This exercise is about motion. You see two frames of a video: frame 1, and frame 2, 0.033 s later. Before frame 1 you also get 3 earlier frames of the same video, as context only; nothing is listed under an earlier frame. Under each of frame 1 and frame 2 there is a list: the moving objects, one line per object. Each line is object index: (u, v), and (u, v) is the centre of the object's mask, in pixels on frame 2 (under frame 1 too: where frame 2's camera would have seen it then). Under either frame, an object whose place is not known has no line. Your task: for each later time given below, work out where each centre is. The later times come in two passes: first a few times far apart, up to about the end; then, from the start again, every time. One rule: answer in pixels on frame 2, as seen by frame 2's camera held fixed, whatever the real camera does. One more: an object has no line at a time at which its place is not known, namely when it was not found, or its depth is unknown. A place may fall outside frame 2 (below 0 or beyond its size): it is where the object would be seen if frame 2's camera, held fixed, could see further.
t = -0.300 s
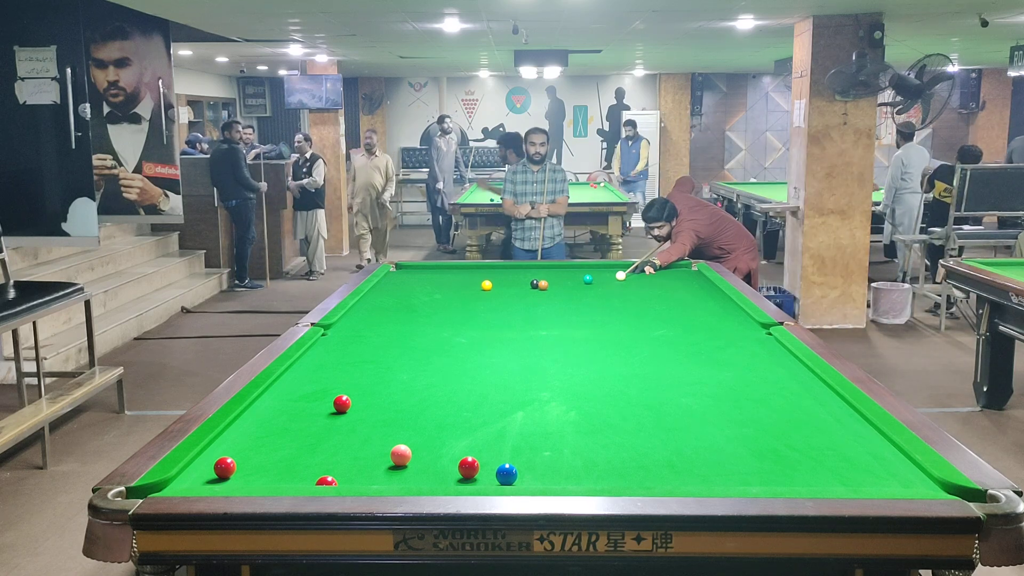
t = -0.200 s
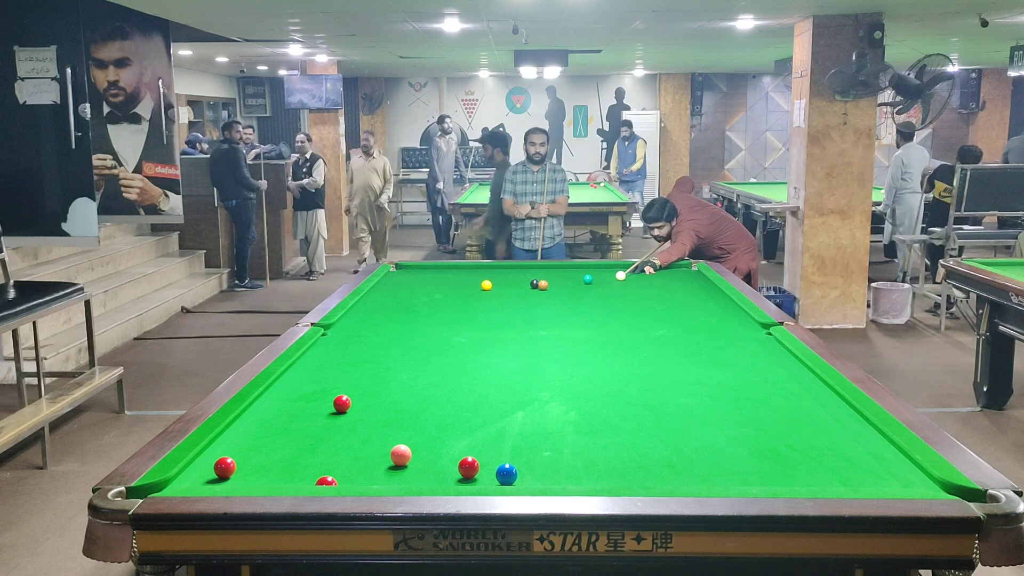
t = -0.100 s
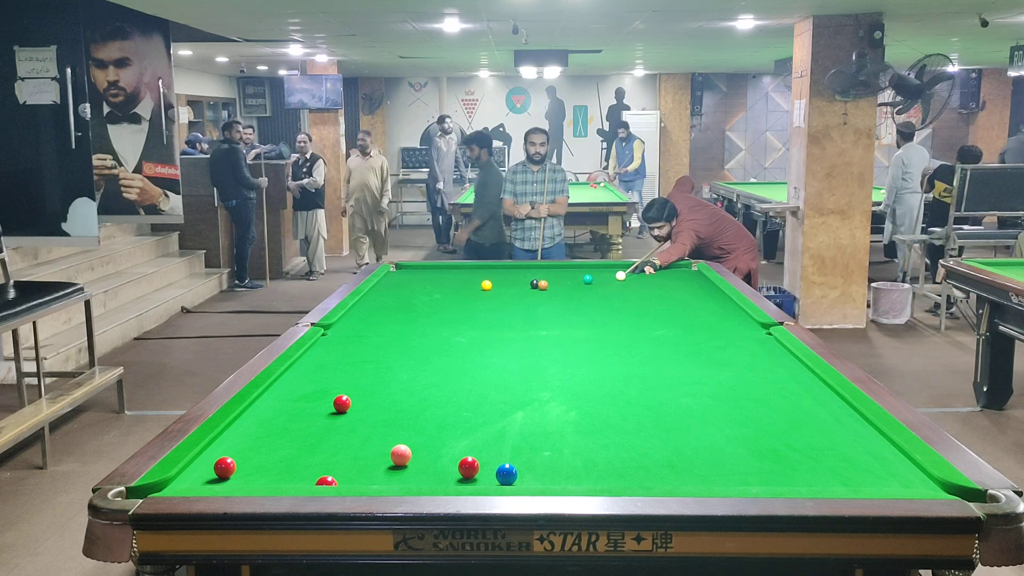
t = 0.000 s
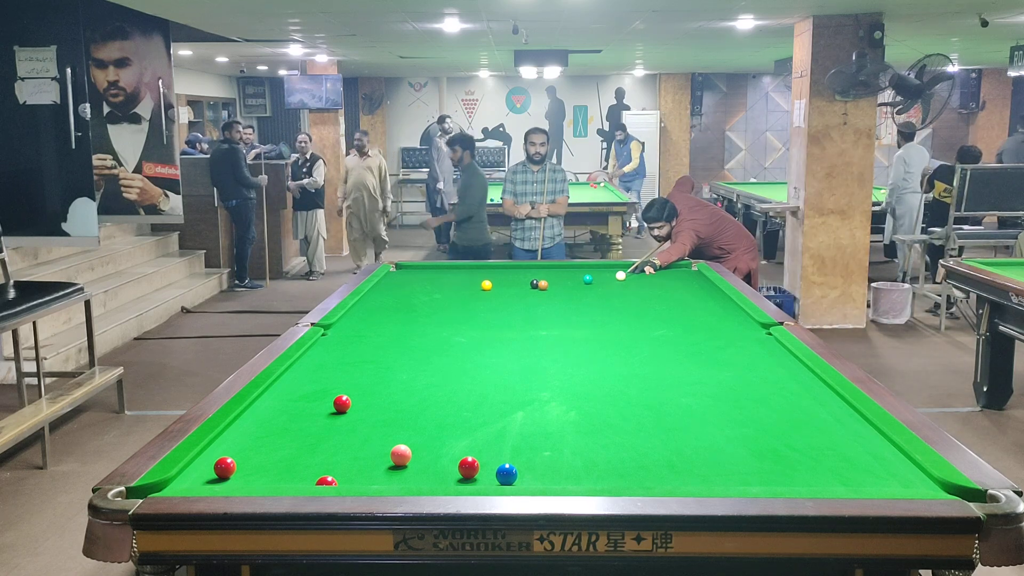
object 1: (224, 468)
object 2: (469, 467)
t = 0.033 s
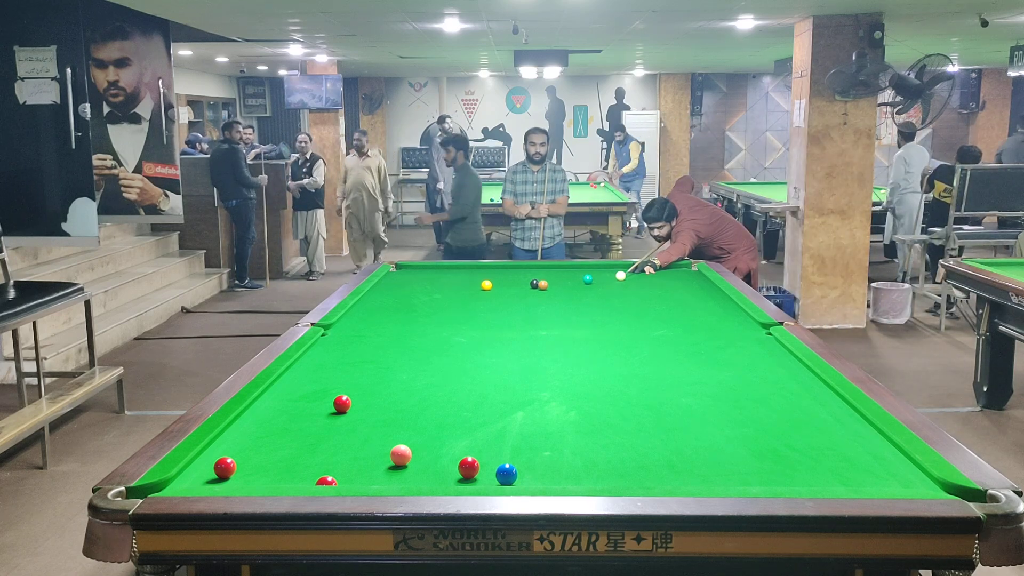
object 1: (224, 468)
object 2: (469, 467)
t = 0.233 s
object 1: (225, 467)
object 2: (469, 467)
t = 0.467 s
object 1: (225, 467)
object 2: (469, 467)
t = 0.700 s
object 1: (225, 467)
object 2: (469, 467)
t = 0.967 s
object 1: (225, 468)
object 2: (469, 467)
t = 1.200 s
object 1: (224, 468)
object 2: (469, 467)
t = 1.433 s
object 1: (219, 469)
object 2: (469, 467)
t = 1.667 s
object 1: (179, 481)
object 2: (469, 467)
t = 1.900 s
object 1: (220, 478)
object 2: (469, 467)
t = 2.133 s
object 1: (257, 477)
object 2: (469, 467)
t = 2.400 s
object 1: (295, 475)
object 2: (469, 467)
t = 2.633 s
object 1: (326, 470)
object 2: (469, 467)
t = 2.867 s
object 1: (353, 472)
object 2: (469, 467)
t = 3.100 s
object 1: (378, 471)
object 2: (469, 467)
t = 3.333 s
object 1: (400, 469)
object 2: (469, 467)
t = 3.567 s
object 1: (420, 468)
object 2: (469, 467)
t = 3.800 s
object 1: (438, 467)
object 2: (469, 467)
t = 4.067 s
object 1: (449, 466)
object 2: (473, 467)
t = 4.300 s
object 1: (451, 466)
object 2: (480, 468)
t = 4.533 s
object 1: (451, 466)
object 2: (484, 468)
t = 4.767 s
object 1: (451, 466)
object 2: (486, 468)
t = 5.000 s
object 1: (451, 466)
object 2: (487, 468)
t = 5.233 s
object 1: (451, 466)
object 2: (486, 468)
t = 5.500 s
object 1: (451, 466)
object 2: (486, 468)
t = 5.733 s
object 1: (451, 466)
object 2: (486, 468)
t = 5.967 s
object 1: (451, 466)
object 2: (486, 468)
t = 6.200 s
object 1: (451, 466)
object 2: (486, 468)
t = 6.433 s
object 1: (451, 466)
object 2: (486, 468)
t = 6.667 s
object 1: (451, 466)
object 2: (486, 468)
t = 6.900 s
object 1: (451, 466)
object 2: (486, 468)
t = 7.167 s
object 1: (451, 466)
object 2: (486, 468)
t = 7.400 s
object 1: (451, 466)
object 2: (486, 468)
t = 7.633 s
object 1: (451, 466)
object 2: (486, 468)
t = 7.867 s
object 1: (451, 466)
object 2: (486, 468)
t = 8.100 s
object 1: (451, 466)
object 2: (486, 468)
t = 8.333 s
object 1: (451, 466)
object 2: (486, 468)
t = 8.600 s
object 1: (451, 466)
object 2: (486, 468)
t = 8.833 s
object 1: (451, 466)
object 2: (486, 468)
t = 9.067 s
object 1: (451, 466)
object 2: (486, 468)
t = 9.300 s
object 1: (451, 466)
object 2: (486, 468)
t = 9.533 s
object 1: (451, 466)
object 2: (486, 468)
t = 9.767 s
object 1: (451, 466)
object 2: (486, 468)
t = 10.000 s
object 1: (451, 466)
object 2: (486, 468)
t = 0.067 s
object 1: (225, 467)
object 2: (469, 467)
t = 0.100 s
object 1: (225, 467)
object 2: (469, 467)
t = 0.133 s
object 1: (225, 468)
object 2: (469, 467)
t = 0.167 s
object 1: (225, 467)
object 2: (469, 467)
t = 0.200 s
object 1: (225, 467)
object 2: (469, 467)
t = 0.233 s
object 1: (225, 467)
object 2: (469, 467)
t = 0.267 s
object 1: (225, 468)
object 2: (469, 467)
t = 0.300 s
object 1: (225, 467)
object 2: (469, 467)
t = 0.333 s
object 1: (225, 467)
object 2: (469, 467)
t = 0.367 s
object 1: (225, 468)
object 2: (469, 467)
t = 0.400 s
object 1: (225, 468)
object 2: (469, 467)
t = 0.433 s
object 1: (225, 468)
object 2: (469, 467)
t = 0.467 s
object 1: (225, 467)
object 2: (469, 467)
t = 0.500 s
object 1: (225, 467)
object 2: (469, 467)
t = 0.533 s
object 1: (225, 467)
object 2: (469, 467)
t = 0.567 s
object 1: (225, 468)
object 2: (469, 467)
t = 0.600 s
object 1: (225, 467)
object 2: (469, 467)
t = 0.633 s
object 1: (225, 467)
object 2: (469, 467)
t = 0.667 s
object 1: (225, 467)
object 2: (469, 467)
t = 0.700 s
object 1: (225, 467)
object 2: (469, 467)
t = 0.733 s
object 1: (225, 467)
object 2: (469, 467)
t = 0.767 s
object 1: (225, 467)
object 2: (469, 467)
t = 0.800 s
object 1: (225, 467)
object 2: (469, 467)
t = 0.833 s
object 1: (225, 468)
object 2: (469, 467)
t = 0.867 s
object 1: (225, 467)
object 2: (469, 467)
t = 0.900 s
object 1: (225, 467)
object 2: (469, 467)
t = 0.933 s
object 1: (225, 467)
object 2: (469, 467)
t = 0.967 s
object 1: (225, 468)
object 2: (469, 467)
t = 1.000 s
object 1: (225, 468)
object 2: (469, 467)
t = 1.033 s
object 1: (225, 468)
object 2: (469, 467)
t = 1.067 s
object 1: (225, 468)
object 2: (469, 467)
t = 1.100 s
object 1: (225, 468)
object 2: (469, 467)
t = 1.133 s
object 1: (225, 468)
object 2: (469, 467)
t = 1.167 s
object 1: (225, 467)
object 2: (469, 467)
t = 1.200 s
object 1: (224, 468)
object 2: (469, 467)
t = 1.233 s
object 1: (224, 468)
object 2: (469, 467)
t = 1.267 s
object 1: (224, 468)
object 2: (469, 467)
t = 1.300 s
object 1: (224, 468)
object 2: (469, 467)
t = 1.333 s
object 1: (224, 468)
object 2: (469, 467)
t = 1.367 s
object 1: (224, 468)
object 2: (469, 467)
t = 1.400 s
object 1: (225, 467)
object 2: (469, 467)
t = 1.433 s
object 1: (219, 469)
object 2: (469, 467)
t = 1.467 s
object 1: (195, 475)
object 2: (469, 467)
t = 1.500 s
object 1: (175, 481)
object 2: (469, 467)
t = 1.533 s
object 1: (173, 484)
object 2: (469, 467)
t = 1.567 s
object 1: (171, 484)
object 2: (469, 467)
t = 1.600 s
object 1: (171, 483)
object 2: (469, 467)
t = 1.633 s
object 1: (173, 482)
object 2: (469, 467)
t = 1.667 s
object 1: (179, 481)
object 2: (469, 467)
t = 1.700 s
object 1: (185, 480)
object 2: (469, 467)
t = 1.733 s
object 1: (191, 480)
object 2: (469, 467)
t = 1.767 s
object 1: (197, 479)
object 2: (469, 467)
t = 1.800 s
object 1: (203, 479)
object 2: (469, 467)
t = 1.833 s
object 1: (209, 478)
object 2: (469, 467)
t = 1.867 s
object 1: (214, 478)
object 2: (469, 467)
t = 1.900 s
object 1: (220, 478)
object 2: (469, 467)
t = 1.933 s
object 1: (225, 478)
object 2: (469, 467)
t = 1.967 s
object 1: (231, 478)
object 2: (469, 467)
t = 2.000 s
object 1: (236, 477)
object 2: (469, 467)
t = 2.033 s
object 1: (241, 477)
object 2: (469, 467)
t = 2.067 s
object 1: (246, 477)
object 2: (469, 467)
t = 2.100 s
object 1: (252, 477)
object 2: (469, 467)
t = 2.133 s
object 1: (257, 477)
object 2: (469, 467)
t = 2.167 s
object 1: (262, 476)
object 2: (469, 467)
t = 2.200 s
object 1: (267, 476)
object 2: (469, 467)
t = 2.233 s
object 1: (272, 476)
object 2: (469, 467)
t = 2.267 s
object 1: (276, 476)
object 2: (469, 467)
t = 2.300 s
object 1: (281, 476)
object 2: (469, 467)
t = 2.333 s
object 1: (286, 475)
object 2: (469, 467)
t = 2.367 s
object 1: (291, 475)
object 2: (469, 467)
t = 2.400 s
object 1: (295, 475)
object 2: (469, 467)
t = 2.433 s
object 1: (300, 475)
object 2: (469, 467)
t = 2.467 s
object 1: (304, 474)
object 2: (469, 467)
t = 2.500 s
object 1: (308, 474)
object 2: (469, 467)
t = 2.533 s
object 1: (312, 473)
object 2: (469, 467)
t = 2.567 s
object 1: (316, 472)
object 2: (469, 467)
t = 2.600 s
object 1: (321, 471)
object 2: (469, 467)
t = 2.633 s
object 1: (326, 470)
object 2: (469, 467)
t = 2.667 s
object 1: (331, 470)
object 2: (469, 467)
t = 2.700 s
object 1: (335, 471)
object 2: (469, 467)
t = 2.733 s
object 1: (339, 472)
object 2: (469, 467)
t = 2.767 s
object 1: (342, 472)
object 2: (469, 467)
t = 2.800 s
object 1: (346, 472)
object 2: (469, 467)
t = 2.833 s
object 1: (349, 472)
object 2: (469, 467)
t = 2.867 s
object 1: (353, 472)
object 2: (469, 467)
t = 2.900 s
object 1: (357, 472)
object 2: (469, 467)
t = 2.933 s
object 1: (361, 472)
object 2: (469, 467)
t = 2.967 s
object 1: (364, 472)
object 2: (469, 467)
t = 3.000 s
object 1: (368, 471)
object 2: (469, 467)
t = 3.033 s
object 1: (371, 471)
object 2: (469, 467)
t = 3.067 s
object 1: (375, 471)
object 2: (469, 467)
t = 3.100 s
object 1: (378, 471)
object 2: (469, 467)
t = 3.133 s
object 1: (381, 471)
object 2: (469, 467)
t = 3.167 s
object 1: (385, 470)
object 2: (469, 467)
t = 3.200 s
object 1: (388, 470)
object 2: (469, 467)
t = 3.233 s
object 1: (391, 470)
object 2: (469, 467)
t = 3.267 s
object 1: (394, 470)
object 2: (469, 467)
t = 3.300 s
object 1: (397, 470)
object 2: (469, 467)
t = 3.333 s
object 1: (400, 469)
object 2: (469, 467)
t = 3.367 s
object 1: (403, 469)
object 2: (469, 467)
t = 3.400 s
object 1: (406, 469)
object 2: (469, 467)
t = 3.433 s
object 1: (409, 469)
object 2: (469, 467)
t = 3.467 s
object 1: (412, 469)
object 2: (469, 467)
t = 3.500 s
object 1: (415, 469)
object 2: (469, 467)
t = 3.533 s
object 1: (417, 468)
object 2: (469, 467)
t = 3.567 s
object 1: (420, 468)
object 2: (469, 467)
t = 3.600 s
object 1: (423, 468)
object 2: (469, 467)
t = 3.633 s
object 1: (425, 468)
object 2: (469, 467)
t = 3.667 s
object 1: (428, 468)
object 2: (469, 467)
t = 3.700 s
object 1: (430, 468)
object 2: (469, 467)
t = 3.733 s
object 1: (433, 467)
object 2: (469, 467)
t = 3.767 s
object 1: (435, 467)
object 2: (469, 467)
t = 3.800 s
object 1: (438, 467)
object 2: (469, 467)
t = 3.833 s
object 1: (440, 467)
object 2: (469, 467)
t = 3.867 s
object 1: (442, 467)
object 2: (469, 467)
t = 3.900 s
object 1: (444, 467)
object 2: (469, 467)
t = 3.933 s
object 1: (446, 466)
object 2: (469, 467)
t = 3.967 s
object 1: (447, 466)
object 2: (470, 467)
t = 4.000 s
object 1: (448, 466)
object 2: (471, 467)
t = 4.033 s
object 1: (448, 466)
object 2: (472, 467)
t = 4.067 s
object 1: (449, 466)
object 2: (473, 467)
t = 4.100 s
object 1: (449, 466)
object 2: (474, 467)
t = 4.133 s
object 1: (450, 466)
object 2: (475, 467)
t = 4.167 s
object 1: (450, 466)
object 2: (476, 468)
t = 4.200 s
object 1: (450, 466)
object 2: (477, 468)
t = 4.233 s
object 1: (451, 466)
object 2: (478, 468)
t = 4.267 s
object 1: (451, 466)
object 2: (479, 468)
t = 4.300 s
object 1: (451, 466)
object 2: (480, 468)
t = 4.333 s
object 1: (451, 466)
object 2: (480, 468)
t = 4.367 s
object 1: (451, 466)
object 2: (481, 468)
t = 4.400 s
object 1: (451, 466)
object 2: (482, 468)
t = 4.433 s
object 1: (452, 466)
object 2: (482, 468)
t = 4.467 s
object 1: (451, 466)
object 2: (483, 468)
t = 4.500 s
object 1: (451, 466)
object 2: (483, 468)
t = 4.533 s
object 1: (451, 466)
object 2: (484, 468)
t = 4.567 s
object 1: (451, 466)
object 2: (484, 468)
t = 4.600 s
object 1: (451, 466)
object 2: (485, 468)
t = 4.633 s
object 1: (451, 466)
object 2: (485, 468)
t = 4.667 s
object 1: (451, 466)
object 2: (486, 468)
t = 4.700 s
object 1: (451, 466)
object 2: (486, 468)
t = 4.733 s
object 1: (451, 466)
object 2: (486, 468)
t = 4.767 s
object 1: (451, 466)
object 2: (486, 468)
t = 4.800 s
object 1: (451, 466)
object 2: (486, 468)
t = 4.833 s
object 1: (451, 466)
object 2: (487, 468)
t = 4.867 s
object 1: (451, 466)
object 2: (487, 468)
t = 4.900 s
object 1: (451, 466)
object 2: (487, 468)
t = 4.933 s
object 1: (451, 466)
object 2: (487, 468)
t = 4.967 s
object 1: (451, 466)
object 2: (487, 468)
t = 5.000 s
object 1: (451, 466)
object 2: (487, 468)
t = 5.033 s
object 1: (451, 466)
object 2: (486, 468)
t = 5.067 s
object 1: (451, 466)
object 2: (486, 468)
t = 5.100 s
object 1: (451, 466)
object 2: (486, 468)
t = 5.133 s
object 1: (451, 466)
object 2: (486, 468)
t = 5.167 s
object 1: (451, 466)
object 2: (486, 468)
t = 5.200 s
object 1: (451, 466)
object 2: (486, 468)
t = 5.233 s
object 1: (451, 466)
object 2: (486, 468)
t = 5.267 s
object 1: (451, 466)
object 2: (486, 468)
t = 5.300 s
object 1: (451, 466)
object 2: (486, 468)
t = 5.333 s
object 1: (451, 466)
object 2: (486, 468)
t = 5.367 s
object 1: (451, 466)
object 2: (486, 468)
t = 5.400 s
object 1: (451, 466)
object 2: (486, 468)
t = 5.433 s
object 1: (451, 466)
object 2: (486, 468)
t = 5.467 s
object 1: (451, 466)
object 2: (486, 468)
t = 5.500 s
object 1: (451, 466)
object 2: (486, 468)
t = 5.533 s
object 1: (451, 466)
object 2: (486, 468)
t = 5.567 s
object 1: (451, 466)
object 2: (486, 468)
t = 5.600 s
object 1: (451, 466)
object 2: (486, 468)
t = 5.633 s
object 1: (451, 466)
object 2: (486, 468)
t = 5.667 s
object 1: (451, 466)
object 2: (486, 468)
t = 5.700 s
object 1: (451, 466)
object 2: (486, 468)
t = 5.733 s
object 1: (451, 466)
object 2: (486, 468)
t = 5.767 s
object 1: (451, 466)
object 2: (486, 468)
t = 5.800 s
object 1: (451, 466)
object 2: (486, 468)
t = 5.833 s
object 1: (451, 466)
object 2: (486, 468)
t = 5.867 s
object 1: (451, 466)
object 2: (486, 468)
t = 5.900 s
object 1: (451, 466)
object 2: (486, 468)
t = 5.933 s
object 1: (451, 466)
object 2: (486, 468)
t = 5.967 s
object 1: (451, 466)
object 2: (486, 468)
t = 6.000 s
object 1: (451, 466)
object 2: (486, 468)
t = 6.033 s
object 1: (451, 466)
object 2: (486, 468)
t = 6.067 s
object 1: (451, 466)
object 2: (486, 468)
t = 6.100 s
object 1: (451, 466)
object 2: (486, 468)
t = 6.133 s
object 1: (451, 466)
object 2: (486, 468)
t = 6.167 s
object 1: (451, 466)
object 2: (486, 468)
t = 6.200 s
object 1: (451, 466)
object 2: (486, 468)
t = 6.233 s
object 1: (451, 466)
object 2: (486, 468)
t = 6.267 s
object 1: (451, 466)
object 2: (486, 468)
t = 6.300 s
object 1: (451, 466)
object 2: (486, 468)
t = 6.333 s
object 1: (451, 466)
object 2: (486, 468)
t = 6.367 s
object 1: (451, 466)
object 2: (486, 468)
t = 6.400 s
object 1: (451, 466)
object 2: (486, 468)
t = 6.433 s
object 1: (451, 466)
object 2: (486, 468)
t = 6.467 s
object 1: (451, 466)
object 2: (486, 468)
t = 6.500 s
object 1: (451, 466)
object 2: (486, 468)
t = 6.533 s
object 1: (451, 466)
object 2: (486, 468)
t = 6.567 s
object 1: (451, 466)
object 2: (486, 468)
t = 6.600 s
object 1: (451, 466)
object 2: (486, 468)
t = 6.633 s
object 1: (451, 466)
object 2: (486, 468)
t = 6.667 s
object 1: (451, 466)
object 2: (486, 468)
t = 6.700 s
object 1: (451, 466)
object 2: (486, 468)
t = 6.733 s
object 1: (451, 466)
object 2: (486, 468)
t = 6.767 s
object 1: (451, 466)
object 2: (486, 468)
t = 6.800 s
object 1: (451, 466)
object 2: (486, 468)
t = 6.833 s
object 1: (451, 466)
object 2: (486, 468)
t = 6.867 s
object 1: (451, 466)
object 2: (486, 468)
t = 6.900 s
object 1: (451, 466)
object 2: (486, 468)
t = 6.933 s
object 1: (451, 466)
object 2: (486, 468)
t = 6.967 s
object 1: (451, 466)
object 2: (486, 468)
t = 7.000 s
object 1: (451, 466)
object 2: (486, 468)
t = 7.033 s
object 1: (451, 466)
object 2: (486, 468)
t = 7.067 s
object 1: (451, 466)
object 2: (486, 468)
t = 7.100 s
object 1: (451, 466)
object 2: (486, 468)
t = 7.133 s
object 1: (451, 466)
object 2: (486, 468)
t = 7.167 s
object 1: (451, 466)
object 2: (486, 468)
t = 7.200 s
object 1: (451, 466)
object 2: (486, 468)
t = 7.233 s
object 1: (451, 466)
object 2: (486, 468)
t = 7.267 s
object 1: (451, 466)
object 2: (486, 468)
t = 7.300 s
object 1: (451, 466)
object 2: (486, 468)
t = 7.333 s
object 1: (451, 466)
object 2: (486, 468)
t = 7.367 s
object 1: (451, 466)
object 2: (486, 468)
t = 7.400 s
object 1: (451, 466)
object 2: (486, 468)
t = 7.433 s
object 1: (451, 466)
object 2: (486, 468)
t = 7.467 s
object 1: (451, 466)
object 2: (486, 468)
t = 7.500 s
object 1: (451, 466)
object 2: (486, 468)
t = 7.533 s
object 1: (451, 466)
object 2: (486, 468)
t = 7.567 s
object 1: (451, 466)
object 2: (486, 468)
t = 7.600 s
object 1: (451, 466)
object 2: (486, 468)
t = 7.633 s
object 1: (451, 466)
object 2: (486, 468)
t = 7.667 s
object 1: (451, 466)
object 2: (486, 468)
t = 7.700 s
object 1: (451, 466)
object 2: (486, 468)
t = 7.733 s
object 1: (451, 466)
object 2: (486, 468)
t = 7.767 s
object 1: (451, 466)
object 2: (486, 468)
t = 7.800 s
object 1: (451, 466)
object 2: (486, 468)
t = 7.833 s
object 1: (451, 466)
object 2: (486, 468)
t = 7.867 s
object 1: (451, 466)
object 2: (486, 468)
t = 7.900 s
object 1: (451, 466)
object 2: (486, 468)
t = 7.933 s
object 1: (451, 466)
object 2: (486, 468)
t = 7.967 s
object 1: (451, 466)
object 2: (486, 468)
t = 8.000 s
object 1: (451, 466)
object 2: (486, 468)
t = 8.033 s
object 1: (451, 466)
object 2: (486, 468)
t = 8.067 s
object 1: (451, 466)
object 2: (486, 468)
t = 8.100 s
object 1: (451, 466)
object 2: (486, 468)
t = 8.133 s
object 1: (451, 466)
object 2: (486, 468)
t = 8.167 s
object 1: (451, 466)
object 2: (486, 468)
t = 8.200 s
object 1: (451, 466)
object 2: (486, 468)
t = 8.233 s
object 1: (451, 466)
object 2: (486, 468)
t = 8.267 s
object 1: (451, 466)
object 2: (486, 468)
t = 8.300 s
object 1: (451, 466)
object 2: (486, 468)
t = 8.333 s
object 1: (451, 466)
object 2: (486, 468)
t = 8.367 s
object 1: (451, 466)
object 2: (486, 468)
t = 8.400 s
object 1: (451, 466)
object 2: (486, 468)
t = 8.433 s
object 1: (451, 466)
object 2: (486, 468)
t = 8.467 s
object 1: (451, 466)
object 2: (486, 468)
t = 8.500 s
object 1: (451, 466)
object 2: (486, 468)
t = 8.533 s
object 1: (451, 466)
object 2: (486, 468)
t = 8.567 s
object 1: (451, 466)
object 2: (486, 468)
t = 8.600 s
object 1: (451, 466)
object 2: (486, 468)
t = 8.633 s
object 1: (451, 466)
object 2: (486, 468)
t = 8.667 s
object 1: (451, 466)
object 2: (486, 468)
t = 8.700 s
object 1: (451, 466)
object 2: (486, 468)
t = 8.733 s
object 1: (451, 466)
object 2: (486, 468)
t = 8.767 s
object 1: (451, 466)
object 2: (486, 468)
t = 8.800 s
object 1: (451, 466)
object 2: (486, 468)
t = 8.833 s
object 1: (451, 466)
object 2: (486, 468)
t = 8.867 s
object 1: (451, 466)
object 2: (486, 468)
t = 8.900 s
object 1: (451, 466)
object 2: (486, 468)
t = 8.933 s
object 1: (451, 466)
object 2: (486, 468)
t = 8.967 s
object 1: (451, 466)
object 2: (486, 468)
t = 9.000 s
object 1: (451, 466)
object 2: (486, 468)
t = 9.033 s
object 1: (451, 466)
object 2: (486, 468)
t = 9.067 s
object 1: (451, 466)
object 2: (486, 468)
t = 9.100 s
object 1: (451, 466)
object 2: (486, 468)
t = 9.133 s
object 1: (451, 466)
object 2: (486, 468)
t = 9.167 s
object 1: (451, 466)
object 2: (486, 468)
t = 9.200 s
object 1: (451, 466)
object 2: (486, 468)
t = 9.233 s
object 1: (451, 466)
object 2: (486, 468)
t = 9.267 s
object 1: (451, 466)
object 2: (486, 468)
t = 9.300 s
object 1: (451, 466)
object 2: (486, 468)
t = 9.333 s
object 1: (451, 466)
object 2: (486, 468)
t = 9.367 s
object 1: (451, 466)
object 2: (486, 468)
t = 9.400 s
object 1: (451, 466)
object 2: (486, 468)
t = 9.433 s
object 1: (451, 466)
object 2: (486, 468)
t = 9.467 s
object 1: (451, 466)
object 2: (486, 468)
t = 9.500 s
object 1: (451, 466)
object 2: (486, 468)
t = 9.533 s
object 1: (451, 466)
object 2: (486, 468)
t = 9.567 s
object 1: (451, 466)
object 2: (486, 468)
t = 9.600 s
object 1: (451, 466)
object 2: (486, 468)
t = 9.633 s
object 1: (451, 466)
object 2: (486, 468)
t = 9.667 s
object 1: (451, 466)
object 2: (486, 468)
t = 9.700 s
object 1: (451, 466)
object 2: (486, 468)
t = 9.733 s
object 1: (451, 466)
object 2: (486, 468)
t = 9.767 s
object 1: (451, 466)
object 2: (486, 468)
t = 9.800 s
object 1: (451, 466)
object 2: (486, 468)
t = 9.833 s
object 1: (451, 466)
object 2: (486, 468)
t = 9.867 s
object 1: (451, 466)
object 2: (486, 468)
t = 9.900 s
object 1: (451, 466)
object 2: (486, 468)
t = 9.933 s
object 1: (451, 466)
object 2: (486, 468)
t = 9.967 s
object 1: (451, 466)
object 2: (486, 468)
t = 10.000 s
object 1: (451, 466)
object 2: (486, 468)
